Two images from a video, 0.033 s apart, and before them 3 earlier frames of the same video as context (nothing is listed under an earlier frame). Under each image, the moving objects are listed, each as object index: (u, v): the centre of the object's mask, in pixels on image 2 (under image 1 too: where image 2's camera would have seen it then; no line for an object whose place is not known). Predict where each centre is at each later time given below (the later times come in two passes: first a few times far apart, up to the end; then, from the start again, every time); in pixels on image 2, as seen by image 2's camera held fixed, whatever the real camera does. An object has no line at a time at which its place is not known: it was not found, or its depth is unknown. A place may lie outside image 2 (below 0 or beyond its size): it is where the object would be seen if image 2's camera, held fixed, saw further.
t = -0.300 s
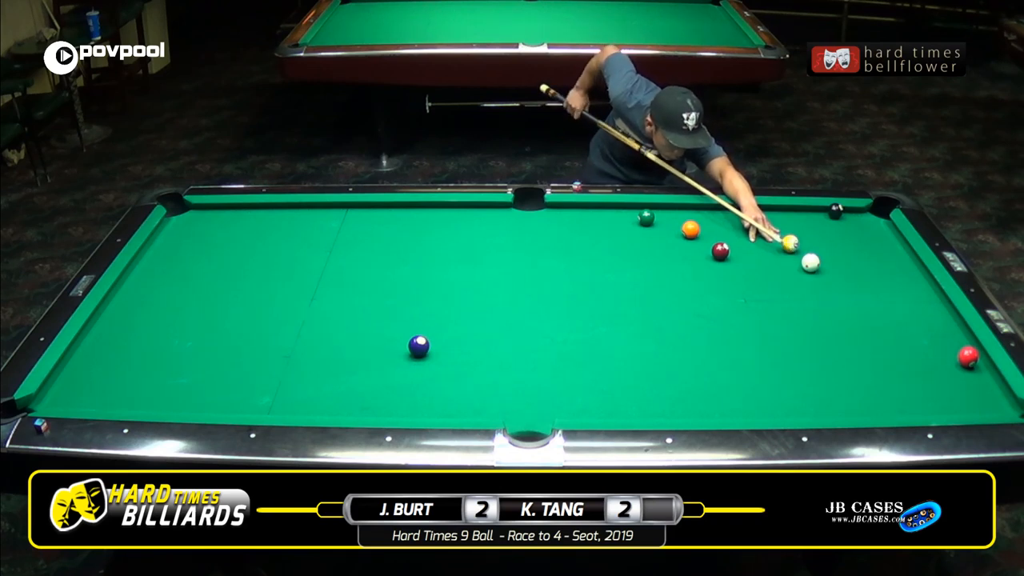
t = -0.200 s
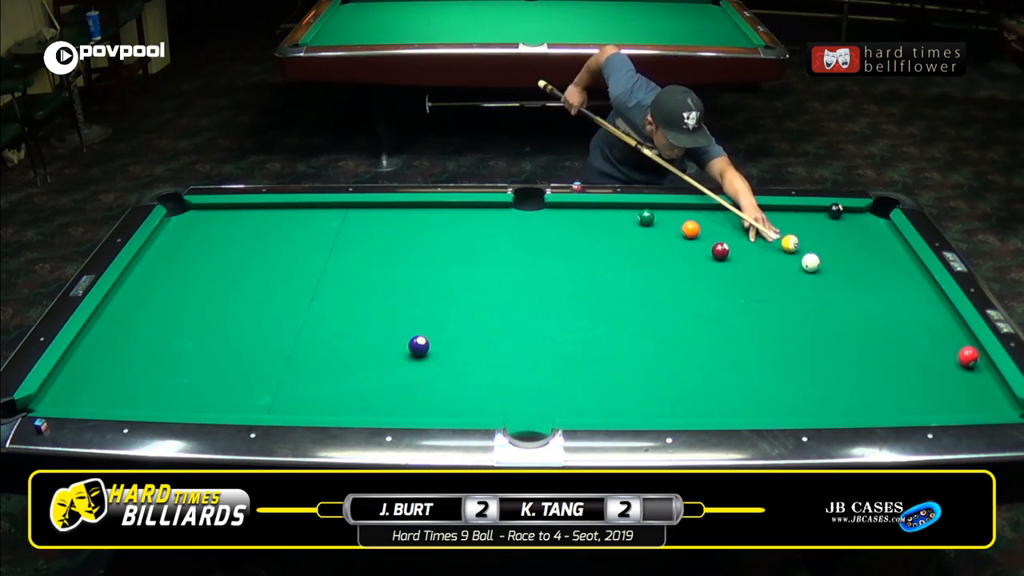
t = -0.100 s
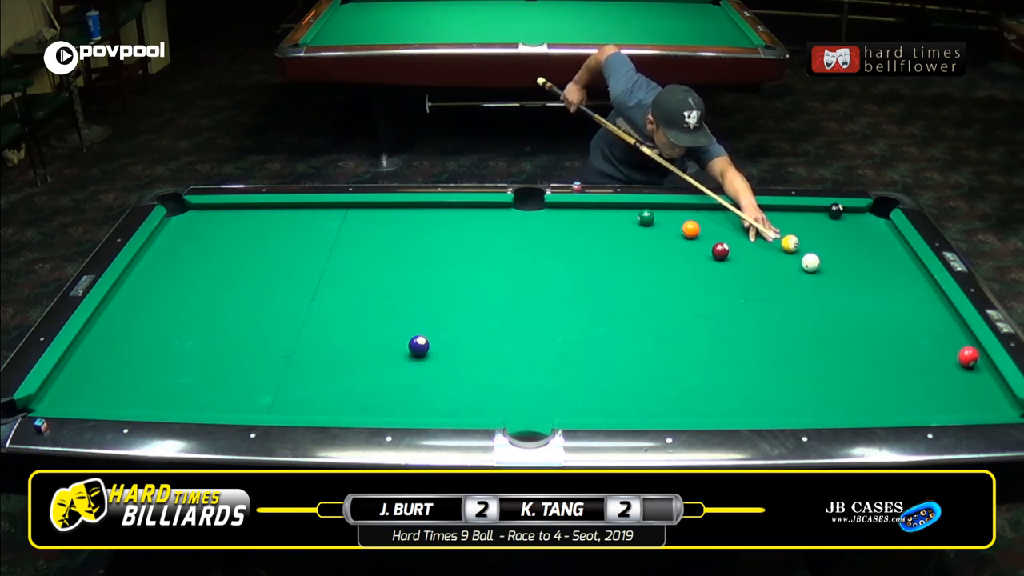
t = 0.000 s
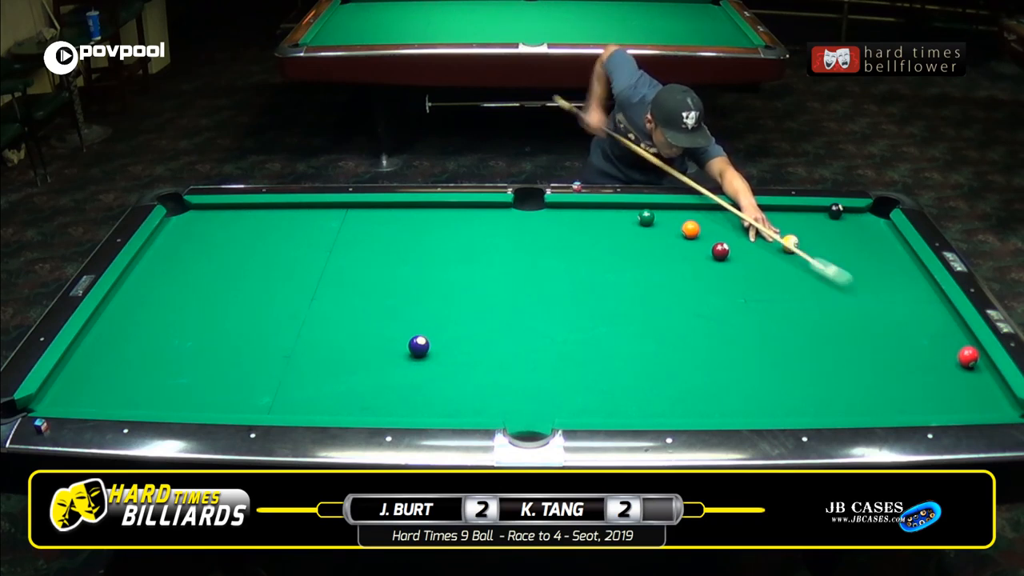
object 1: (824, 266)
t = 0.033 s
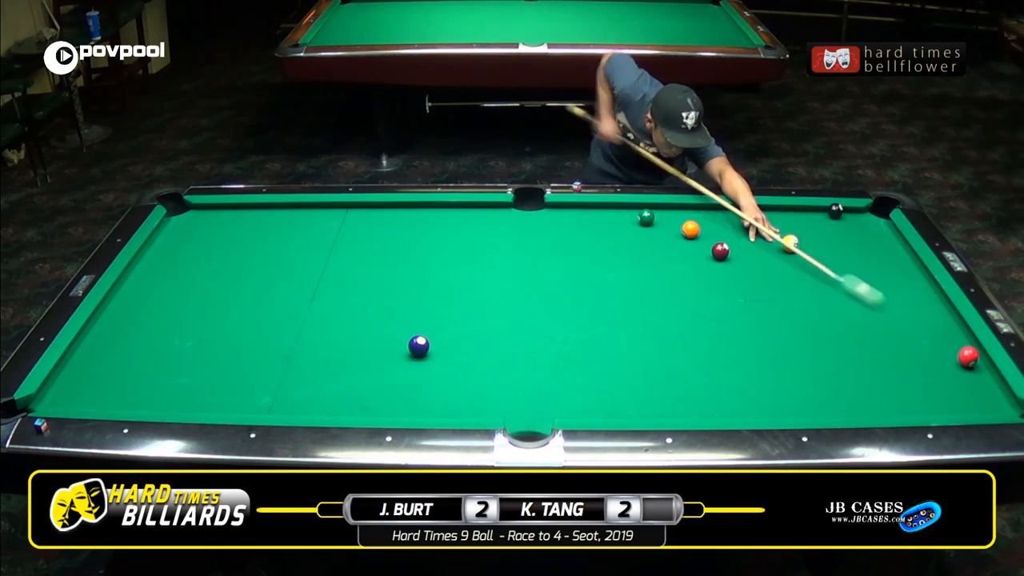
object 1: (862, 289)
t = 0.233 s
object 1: (963, 344)
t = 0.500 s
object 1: (924, 355)
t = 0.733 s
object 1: (894, 368)
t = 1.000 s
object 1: (858, 384)
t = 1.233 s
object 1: (826, 397)
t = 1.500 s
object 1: (789, 410)
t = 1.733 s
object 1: (762, 406)
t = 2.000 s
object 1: (733, 399)
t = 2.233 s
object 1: (710, 393)
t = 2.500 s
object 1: (686, 386)
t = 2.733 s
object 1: (667, 380)
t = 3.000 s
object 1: (648, 375)
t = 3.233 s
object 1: (633, 370)
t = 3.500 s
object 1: (618, 366)
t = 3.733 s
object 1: (607, 362)
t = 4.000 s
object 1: (596, 359)
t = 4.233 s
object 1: (589, 356)
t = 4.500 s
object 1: (582, 354)
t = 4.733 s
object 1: (579, 352)
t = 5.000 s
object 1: (577, 351)
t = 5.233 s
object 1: (576, 350)
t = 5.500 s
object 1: (576, 350)
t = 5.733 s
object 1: (576, 350)
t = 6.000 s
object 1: (576, 350)
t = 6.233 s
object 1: (576, 350)
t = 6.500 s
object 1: (576, 350)
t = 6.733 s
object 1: (576, 350)
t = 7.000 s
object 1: (576, 350)
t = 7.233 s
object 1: (576, 350)
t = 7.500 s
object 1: (576, 350)
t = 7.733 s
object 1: (576, 350)
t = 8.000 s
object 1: (576, 350)
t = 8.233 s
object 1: (576, 350)
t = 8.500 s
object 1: (576, 350)
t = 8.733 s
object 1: (576, 350)
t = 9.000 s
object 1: (576, 350)
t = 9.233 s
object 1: (576, 350)
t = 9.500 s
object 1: (576, 350)
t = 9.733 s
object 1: (576, 350)
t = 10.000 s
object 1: (576, 350)
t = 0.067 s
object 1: (894, 308)
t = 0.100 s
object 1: (926, 327)
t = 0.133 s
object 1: (953, 341)
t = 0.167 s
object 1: (966, 345)
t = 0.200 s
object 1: (971, 344)
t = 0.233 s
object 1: (963, 344)
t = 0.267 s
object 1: (956, 344)
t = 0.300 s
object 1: (950, 344)
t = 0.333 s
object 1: (945, 346)
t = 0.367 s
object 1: (940, 348)
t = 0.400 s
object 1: (936, 349)
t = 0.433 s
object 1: (932, 351)
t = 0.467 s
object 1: (928, 353)
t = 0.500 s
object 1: (924, 355)
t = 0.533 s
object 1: (919, 357)
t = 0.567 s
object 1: (915, 359)
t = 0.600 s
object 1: (911, 361)
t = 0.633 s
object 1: (907, 363)
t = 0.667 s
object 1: (902, 364)
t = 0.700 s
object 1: (898, 366)
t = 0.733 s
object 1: (894, 368)
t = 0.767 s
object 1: (889, 370)
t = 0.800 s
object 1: (885, 372)
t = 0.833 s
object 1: (880, 374)
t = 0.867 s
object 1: (876, 376)
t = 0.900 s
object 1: (872, 378)
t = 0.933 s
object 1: (867, 380)
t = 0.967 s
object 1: (863, 382)
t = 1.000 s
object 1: (858, 384)
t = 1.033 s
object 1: (854, 386)
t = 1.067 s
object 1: (849, 388)
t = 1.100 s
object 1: (845, 389)
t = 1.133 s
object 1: (840, 391)
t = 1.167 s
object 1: (836, 394)
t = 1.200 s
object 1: (831, 396)
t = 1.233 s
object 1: (826, 397)
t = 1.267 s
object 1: (822, 399)
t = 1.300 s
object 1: (817, 401)
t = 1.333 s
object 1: (813, 403)
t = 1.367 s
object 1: (808, 405)
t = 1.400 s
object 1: (803, 406)
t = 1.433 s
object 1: (799, 407)
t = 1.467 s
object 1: (794, 409)
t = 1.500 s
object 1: (789, 410)
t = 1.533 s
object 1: (785, 410)
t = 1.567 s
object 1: (781, 409)
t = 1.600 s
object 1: (777, 409)
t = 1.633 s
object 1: (774, 408)
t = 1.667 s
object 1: (769, 407)
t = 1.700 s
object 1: (766, 406)
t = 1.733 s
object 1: (762, 406)
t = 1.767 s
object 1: (758, 405)
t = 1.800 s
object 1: (754, 405)
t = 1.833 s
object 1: (751, 404)
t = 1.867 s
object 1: (747, 403)
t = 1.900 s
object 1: (743, 402)
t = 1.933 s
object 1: (740, 401)
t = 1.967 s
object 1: (736, 400)
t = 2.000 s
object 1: (733, 399)
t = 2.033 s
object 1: (729, 398)
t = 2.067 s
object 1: (726, 398)
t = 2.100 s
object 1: (723, 397)
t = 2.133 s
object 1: (719, 396)
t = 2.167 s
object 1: (716, 395)
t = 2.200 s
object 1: (713, 394)
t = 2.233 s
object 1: (710, 393)
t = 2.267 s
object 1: (707, 392)
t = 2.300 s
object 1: (703, 391)
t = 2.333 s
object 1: (701, 390)
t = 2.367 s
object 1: (697, 389)
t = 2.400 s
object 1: (694, 389)
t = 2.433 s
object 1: (691, 388)
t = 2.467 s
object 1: (689, 387)
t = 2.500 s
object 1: (686, 386)
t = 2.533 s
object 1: (683, 385)
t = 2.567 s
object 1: (680, 384)
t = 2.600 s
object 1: (677, 384)
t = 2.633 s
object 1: (675, 383)
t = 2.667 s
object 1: (672, 382)
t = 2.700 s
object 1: (669, 381)
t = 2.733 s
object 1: (667, 380)
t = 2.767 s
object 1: (664, 380)
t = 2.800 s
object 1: (662, 379)
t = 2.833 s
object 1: (659, 378)
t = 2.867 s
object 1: (657, 378)
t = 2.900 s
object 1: (655, 377)
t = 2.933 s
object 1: (652, 376)
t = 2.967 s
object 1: (650, 376)
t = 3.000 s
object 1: (648, 375)
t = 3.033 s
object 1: (646, 374)
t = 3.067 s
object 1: (643, 373)
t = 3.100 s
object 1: (641, 373)
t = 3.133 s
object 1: (639, 372)
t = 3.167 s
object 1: (637, 371)
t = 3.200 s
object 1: (635, 371)
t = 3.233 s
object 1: (633, 370)
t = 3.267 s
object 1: (631, 370)
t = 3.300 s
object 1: (629, 369)
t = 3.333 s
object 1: (627, 369)
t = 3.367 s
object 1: (625, 368)
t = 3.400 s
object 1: (623, 368)
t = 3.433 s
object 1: (622, 367)
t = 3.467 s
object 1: (620, 367)
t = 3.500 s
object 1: (618, 366)
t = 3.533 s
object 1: (616, 365)
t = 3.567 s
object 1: (615, 365)
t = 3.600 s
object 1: (613, 365)
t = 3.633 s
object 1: (611, 364)
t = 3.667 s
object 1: (610, 363)
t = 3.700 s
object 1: (608, 363)
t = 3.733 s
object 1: (607, 362)
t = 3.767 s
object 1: (606, 362)
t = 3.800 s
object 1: (604, 362)
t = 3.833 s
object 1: (603, 361)
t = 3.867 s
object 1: (601, 361)
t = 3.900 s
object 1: (600, 360)
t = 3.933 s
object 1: (599, 360)
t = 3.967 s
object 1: (598, 359)
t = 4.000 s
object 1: (596, 359)
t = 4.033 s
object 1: (595, 359)
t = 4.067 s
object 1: (594, 358)
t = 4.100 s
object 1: (593, 358)
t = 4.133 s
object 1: (592, 358)
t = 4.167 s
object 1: (591, 357)
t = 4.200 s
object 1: (590, 357)
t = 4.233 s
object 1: (589, 356)
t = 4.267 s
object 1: (588, 356)
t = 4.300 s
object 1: (587, 356)
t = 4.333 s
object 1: (586, 356)
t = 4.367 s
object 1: (585, 355)
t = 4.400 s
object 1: (585, 355)
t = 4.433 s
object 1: (584, 355)
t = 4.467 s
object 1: (583, 354)
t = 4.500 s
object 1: (582, 354)
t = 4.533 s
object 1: (582, 354)
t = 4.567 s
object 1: (581, 353)
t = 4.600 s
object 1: (581, 353)
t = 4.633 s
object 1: (580, 353)
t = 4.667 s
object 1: (580, 353)
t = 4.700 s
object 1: (579, 352)
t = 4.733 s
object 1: (579, 352)
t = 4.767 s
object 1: (578, 352)
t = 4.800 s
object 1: (578, 352)
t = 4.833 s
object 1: (578, 352)
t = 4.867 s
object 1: (577, 351)
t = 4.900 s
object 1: (577, 351)
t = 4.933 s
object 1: (577, 351)
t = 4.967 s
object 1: (577, 351)
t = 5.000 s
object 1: (577, 351)
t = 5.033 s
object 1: (576, 351)
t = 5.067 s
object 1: (576, 350)
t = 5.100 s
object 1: (576, 350)
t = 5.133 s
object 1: (576, 350)
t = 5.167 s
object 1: (576, 350)
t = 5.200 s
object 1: (576, 350)
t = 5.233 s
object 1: (576, 350)
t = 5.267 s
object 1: (576, 350)
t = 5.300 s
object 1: (576, 350)
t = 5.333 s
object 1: (576, 350)
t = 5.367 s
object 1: (576, 350)
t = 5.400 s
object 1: (576, 350)
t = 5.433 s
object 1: (576, 350)
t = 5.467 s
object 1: (576, 350)
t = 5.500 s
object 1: (576, 350)
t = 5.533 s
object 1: (576, 350)
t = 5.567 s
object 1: (576, 350)
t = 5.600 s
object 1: (576, 350)
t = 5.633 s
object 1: (576, 350)
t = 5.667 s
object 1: (576, 350)
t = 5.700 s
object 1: (576, 350)
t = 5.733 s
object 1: (576, 350)
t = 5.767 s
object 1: (576, 350)
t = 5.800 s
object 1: (576, 350)
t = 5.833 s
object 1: (576, 350)
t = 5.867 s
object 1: (576, 350)
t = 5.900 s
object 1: (576, 350)
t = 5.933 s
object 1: (576, 350)
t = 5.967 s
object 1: (576, 350)
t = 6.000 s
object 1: (576, 350)
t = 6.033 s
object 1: (576, 350)
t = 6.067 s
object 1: (576, 350)
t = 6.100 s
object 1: (576, 350)
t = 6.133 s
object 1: (576, 350)
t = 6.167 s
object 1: (576, 350)
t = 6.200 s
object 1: (576, 350)
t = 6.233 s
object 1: (576, 350)
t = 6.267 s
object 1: (576, 350)
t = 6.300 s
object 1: (576, 350)
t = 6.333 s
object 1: (576, 350)
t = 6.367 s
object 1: (576, 350)
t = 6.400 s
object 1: (576, 350)
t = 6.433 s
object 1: (576, 350)
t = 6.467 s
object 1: (576, 350)
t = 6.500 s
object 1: (576, 350)
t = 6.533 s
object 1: (576, 350)
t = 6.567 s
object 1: (576, 350)
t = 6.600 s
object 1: (576, 350)
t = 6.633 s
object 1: (576, 350)
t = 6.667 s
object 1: (576, 350)
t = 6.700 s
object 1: (576, 350)
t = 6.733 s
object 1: (576, 350)
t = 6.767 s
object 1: (576, 350)
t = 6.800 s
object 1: (576, 350)
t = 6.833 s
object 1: (576, 350)
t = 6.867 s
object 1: (576, 350)
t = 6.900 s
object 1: (576, 350)
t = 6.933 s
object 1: (576, 350)
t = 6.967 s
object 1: (576, 350)
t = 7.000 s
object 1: (576, 350)
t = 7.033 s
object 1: (576, 350)
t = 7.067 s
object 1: (576, 350)
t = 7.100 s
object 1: (576, 350)
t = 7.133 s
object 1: (576, 350)
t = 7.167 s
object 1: (576, 350)
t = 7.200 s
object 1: (576, 350)
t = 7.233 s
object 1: (576, 350)
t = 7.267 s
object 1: (576, 350)
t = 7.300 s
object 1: (576, 350)
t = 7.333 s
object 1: (576, 350)
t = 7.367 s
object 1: (576, 350)
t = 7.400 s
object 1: (576, 350)
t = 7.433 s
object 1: (576, 350)
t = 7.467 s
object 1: (576, 350)
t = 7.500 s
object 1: (576, 350)
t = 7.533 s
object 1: (576, 350)
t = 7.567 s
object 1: (576, 350)
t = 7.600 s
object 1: (576, 350)
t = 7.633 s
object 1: (576, 350)
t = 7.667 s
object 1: (576, 350)
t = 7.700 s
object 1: (576, 350)
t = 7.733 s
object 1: (576, 350)
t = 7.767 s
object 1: (576, 350)
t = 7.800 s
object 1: (576, 350)
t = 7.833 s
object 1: (576, 350)
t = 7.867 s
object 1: (576, 350)
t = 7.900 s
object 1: (576, 350)
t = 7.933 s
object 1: (576, 350)
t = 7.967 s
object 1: (576, 350)
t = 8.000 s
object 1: (576, 350)
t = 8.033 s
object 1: (576, 350)
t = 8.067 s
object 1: (576, 350)
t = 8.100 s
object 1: (576, 350)
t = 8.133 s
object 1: (576, 350)
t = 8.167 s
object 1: (576, 350)
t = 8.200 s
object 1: (576, 350)
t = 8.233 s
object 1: (576, 350)
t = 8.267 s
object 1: (576, 350)
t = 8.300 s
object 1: (576, 350)
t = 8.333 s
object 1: (576, 350)
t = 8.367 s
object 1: (576, 350)
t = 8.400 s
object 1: (576, 350)
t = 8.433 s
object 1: (576, 350)
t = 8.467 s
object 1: (576, 350)
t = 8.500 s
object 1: (576, 350)
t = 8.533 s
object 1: (576, 350)
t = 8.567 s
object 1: (576, 350)
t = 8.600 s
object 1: (576, 350)
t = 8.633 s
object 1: (576, 350)
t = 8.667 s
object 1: (576, 350)
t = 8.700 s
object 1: (576, 350)
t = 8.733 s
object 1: (576, 350)
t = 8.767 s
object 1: (576, 350)
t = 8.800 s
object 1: (576, 350)
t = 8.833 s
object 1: (576, 350)
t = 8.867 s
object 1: (576, 350)
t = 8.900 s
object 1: (576, 350)
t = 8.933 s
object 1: (576, 350)
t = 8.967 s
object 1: (576, 350)
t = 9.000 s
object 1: (576, 350)
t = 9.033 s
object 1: (576, 350)
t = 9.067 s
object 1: (576, 350)
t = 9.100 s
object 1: (576, 350)
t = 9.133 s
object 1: (576, 350)
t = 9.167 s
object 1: (576, 350)
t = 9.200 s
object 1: (576, 350)
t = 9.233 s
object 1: (576, 350)
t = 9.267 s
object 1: (576, 350)
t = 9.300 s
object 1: (576, 350)
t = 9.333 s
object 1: (576, 350)
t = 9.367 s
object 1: (576, 350)
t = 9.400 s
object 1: (576, 350)
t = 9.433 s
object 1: (576, 350)
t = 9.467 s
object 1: (576, 350)
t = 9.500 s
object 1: (576, 350)
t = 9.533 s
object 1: (576, 350)
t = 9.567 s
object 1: (576, 350)
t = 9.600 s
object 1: (576, 350)
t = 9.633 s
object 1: (576, 350)
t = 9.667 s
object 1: (576, 350)
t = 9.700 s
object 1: (576, 350)
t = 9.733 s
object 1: (576, 350)
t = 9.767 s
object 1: (576, 350)
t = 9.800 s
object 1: (576, 350)
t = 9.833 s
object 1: (576, 350)
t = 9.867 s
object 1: (576, 350)
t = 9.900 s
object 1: (576, 350)
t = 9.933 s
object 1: (576, 350)
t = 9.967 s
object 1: (576, 350)
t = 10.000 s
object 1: (576, 350)
